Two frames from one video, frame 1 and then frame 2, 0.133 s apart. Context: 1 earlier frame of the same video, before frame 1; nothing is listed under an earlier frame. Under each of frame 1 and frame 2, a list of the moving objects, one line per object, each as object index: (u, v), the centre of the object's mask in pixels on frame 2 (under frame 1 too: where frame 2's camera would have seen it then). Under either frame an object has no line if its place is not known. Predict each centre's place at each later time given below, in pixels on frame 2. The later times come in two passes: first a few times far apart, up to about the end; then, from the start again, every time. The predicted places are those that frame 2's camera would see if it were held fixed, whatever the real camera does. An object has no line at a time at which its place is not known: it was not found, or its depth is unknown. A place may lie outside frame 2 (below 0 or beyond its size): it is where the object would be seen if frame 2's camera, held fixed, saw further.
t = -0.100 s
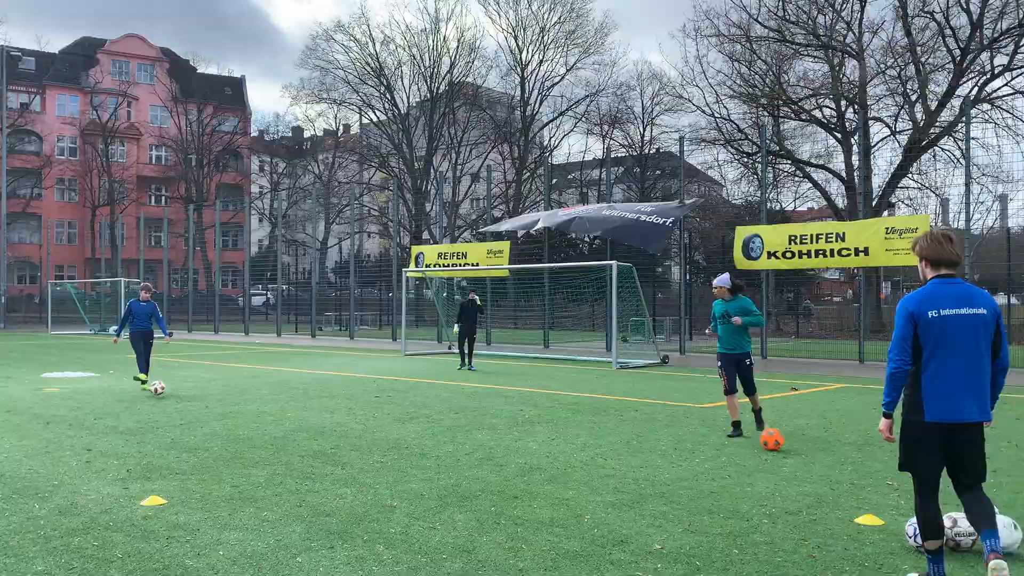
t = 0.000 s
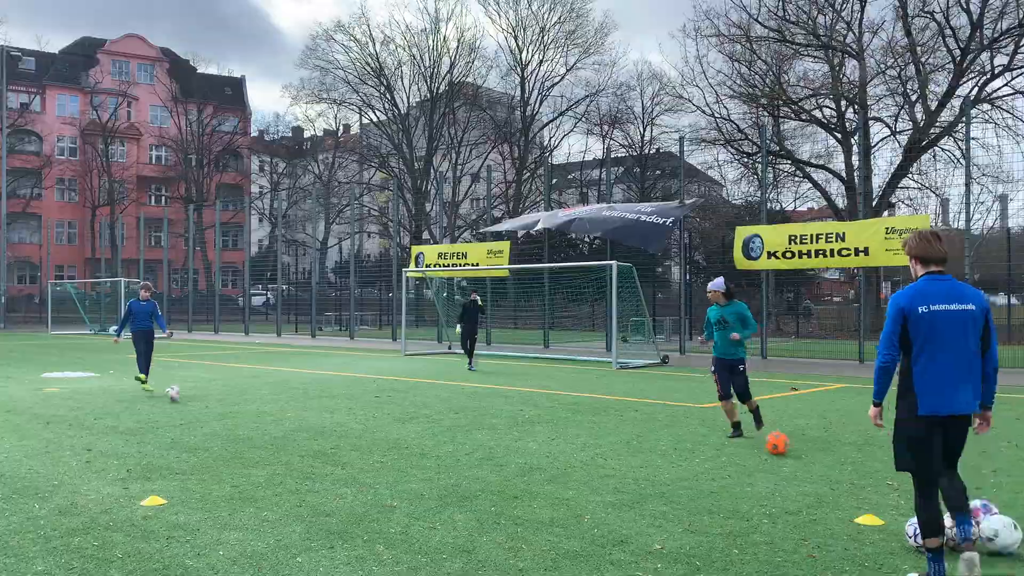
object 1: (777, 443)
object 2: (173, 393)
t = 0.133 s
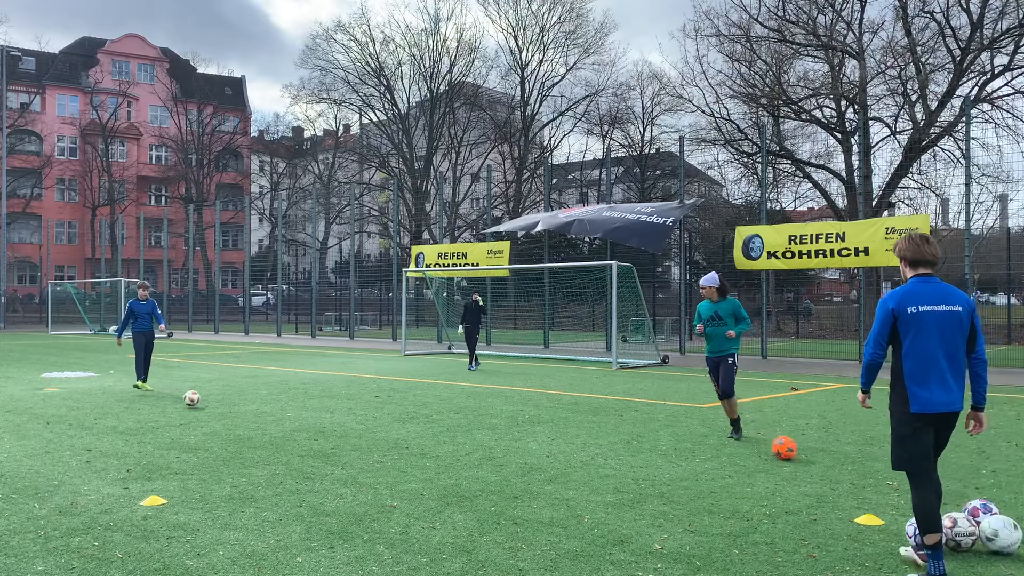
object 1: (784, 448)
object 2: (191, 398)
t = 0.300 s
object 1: (794, 454)
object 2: (217, 407)
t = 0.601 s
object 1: (813, 466)
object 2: (261, 417)
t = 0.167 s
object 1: (786, 449)
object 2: (197, 401)
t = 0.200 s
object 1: (788, 450)
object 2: (202, 402)
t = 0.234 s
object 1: (790, 451)
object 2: (207, 402)
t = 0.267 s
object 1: (792, 453)
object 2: (212, 404)
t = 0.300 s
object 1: (794, 454)
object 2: (217, 407)
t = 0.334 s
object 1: (796, 455)
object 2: (222, 407)
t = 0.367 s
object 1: (798, 456)
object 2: (227, 408)
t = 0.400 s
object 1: (800, 458)
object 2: (232, 409)
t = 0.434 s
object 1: (802, 459)
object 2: (237, 411)
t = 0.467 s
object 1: (804, 460)
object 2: (241, 412)
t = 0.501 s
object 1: (806, 462)
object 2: (246, 412)
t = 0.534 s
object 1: (809, 463)
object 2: (251, 413)
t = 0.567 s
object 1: (811, 465)
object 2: (256, 415)
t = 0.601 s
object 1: (813, 466)
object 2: (261, 417)
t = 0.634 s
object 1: (815, 467)
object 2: (266, 418)
